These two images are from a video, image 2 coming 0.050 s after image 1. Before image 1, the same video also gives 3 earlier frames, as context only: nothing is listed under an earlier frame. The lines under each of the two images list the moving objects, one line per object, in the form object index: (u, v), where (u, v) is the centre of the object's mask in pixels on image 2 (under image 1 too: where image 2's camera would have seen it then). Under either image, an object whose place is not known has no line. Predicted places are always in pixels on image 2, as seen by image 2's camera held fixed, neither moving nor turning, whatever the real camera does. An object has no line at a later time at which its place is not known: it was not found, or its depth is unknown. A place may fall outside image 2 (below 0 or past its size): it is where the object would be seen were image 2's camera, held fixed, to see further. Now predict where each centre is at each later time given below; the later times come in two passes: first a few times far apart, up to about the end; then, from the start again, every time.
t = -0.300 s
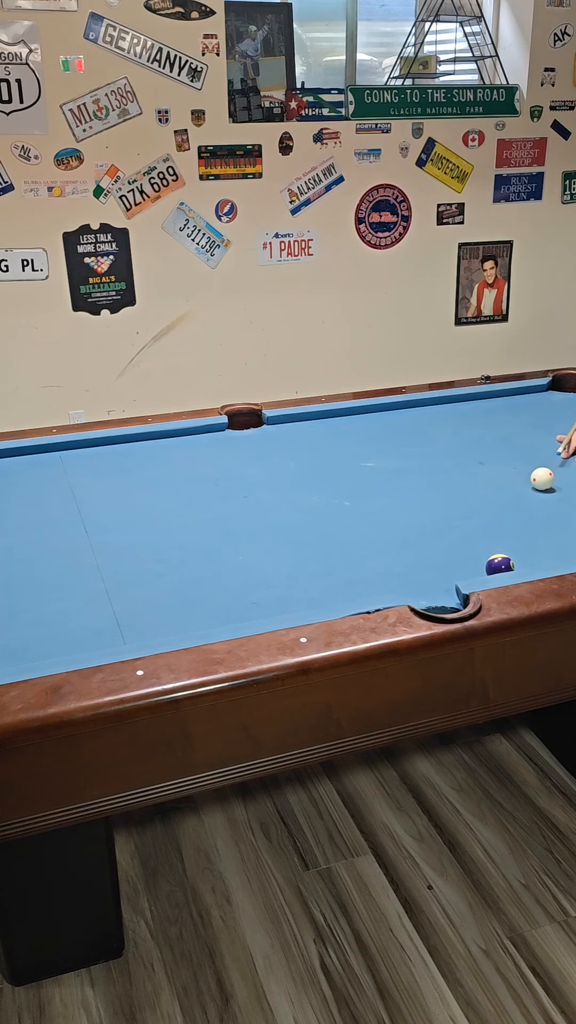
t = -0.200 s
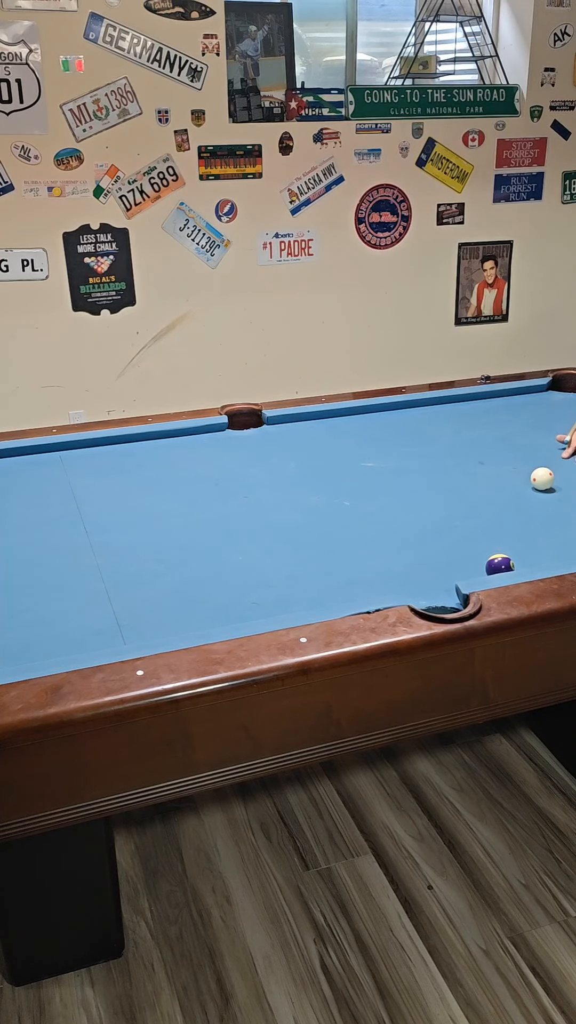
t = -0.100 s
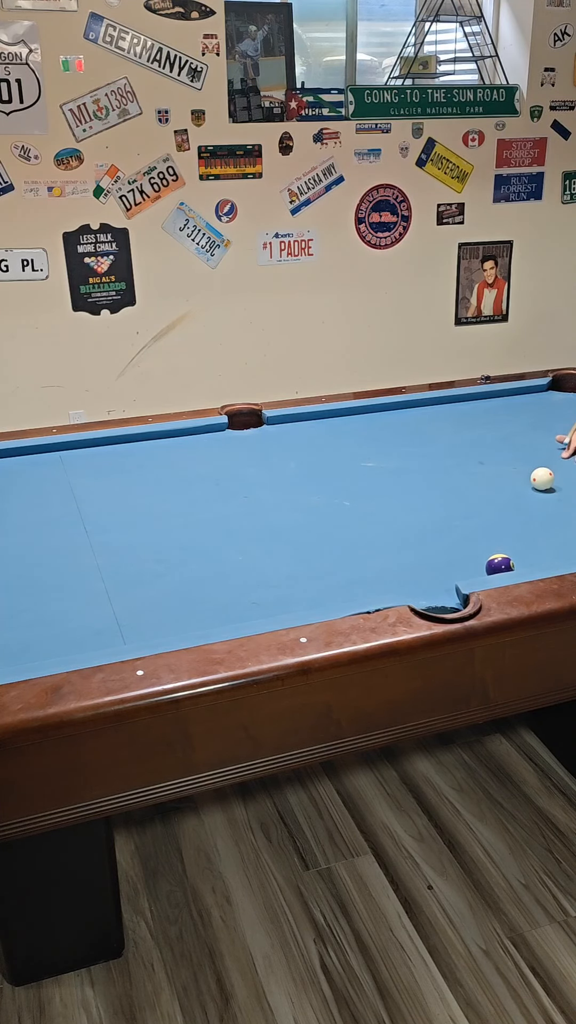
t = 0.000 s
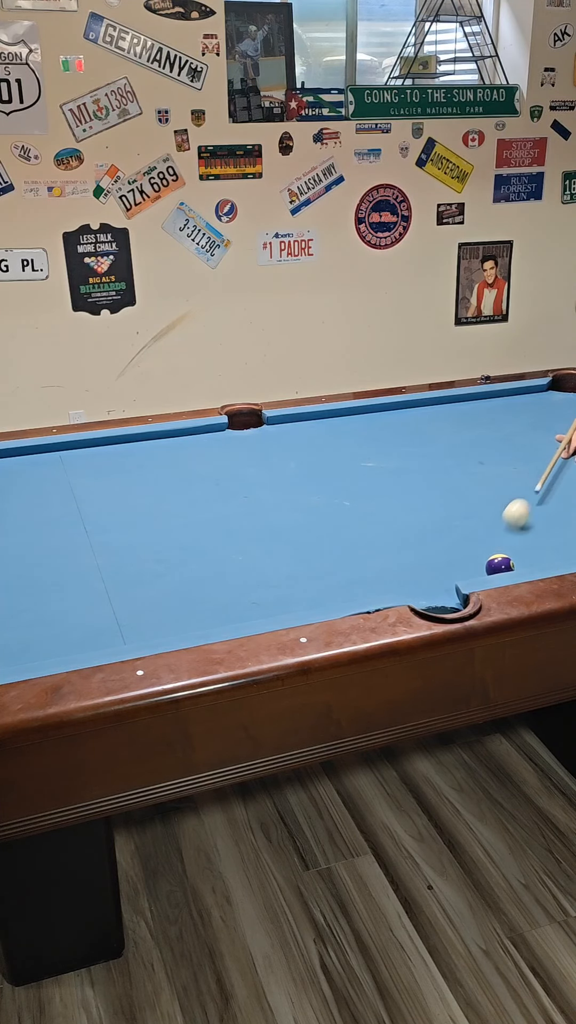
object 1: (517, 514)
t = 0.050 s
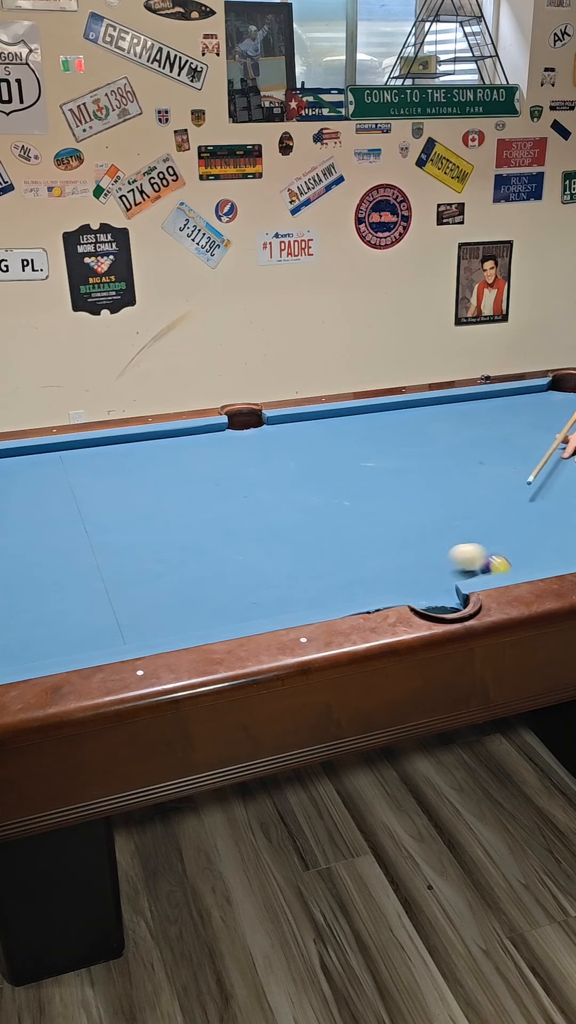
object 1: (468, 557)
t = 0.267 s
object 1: (67, 623)
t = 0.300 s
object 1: (8, 636)
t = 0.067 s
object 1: (438, 561)
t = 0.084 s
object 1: (409, 565)
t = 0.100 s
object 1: (380, 569)
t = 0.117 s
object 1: (351, 574)
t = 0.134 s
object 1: (321, 578)
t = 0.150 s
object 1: (291, 583)
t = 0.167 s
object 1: (261, 588)
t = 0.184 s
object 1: (231, 593)
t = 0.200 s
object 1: (199, 598)
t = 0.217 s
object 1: (168, 604)
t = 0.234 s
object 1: (135, 610)
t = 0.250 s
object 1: (101, 616)
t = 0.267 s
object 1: (67, 623)
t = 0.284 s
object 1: (33, 630)
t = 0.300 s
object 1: (8, 636)
